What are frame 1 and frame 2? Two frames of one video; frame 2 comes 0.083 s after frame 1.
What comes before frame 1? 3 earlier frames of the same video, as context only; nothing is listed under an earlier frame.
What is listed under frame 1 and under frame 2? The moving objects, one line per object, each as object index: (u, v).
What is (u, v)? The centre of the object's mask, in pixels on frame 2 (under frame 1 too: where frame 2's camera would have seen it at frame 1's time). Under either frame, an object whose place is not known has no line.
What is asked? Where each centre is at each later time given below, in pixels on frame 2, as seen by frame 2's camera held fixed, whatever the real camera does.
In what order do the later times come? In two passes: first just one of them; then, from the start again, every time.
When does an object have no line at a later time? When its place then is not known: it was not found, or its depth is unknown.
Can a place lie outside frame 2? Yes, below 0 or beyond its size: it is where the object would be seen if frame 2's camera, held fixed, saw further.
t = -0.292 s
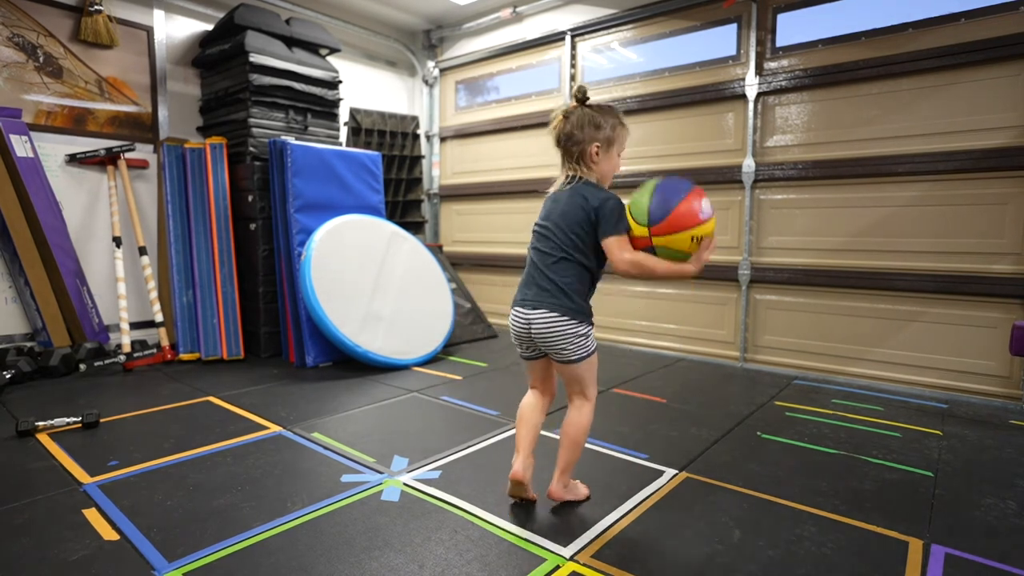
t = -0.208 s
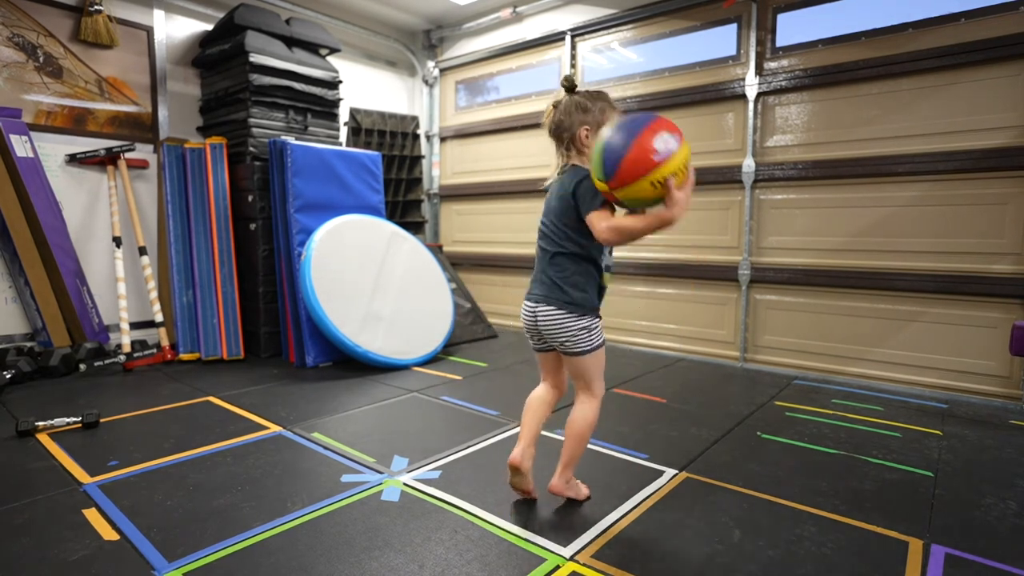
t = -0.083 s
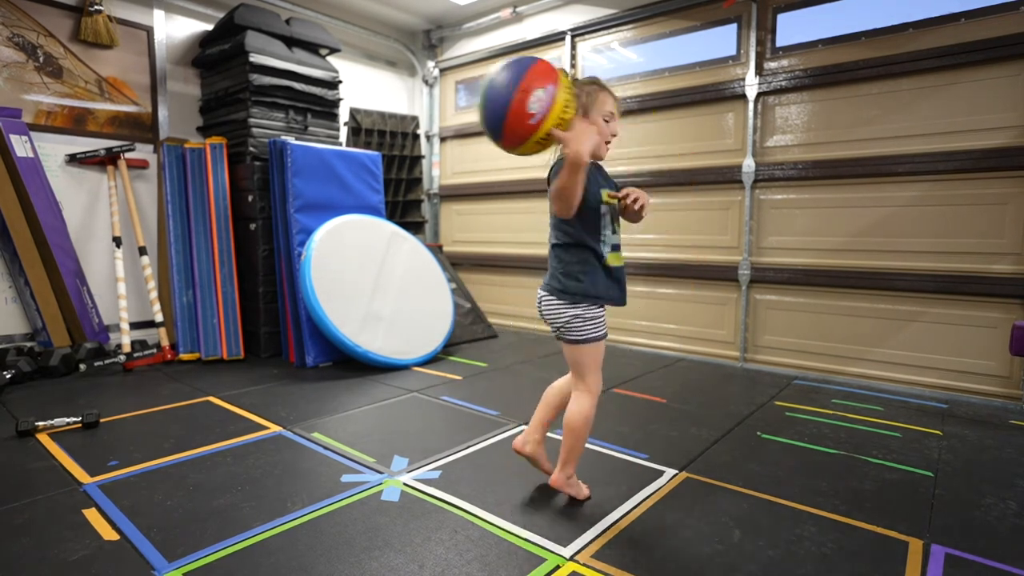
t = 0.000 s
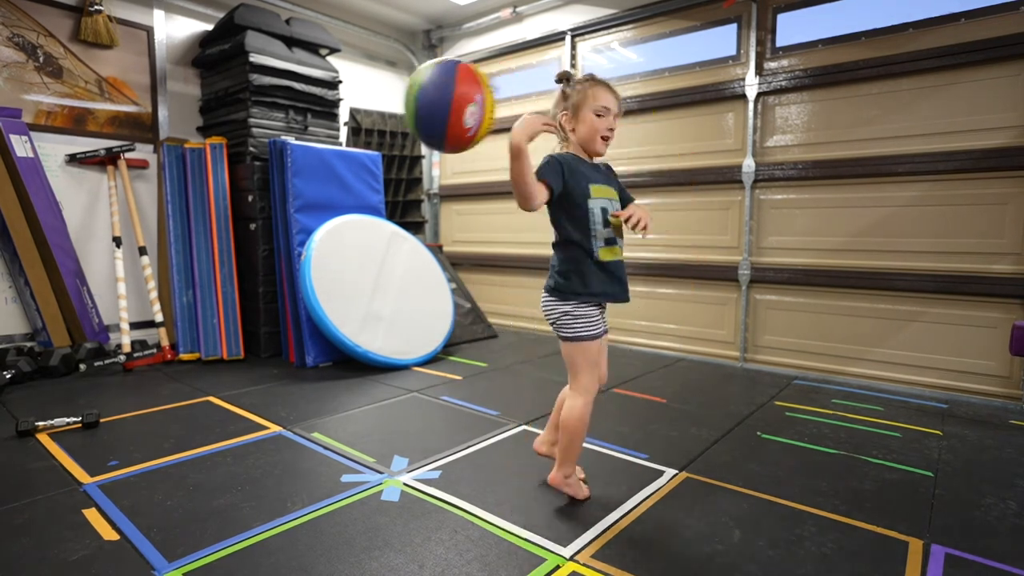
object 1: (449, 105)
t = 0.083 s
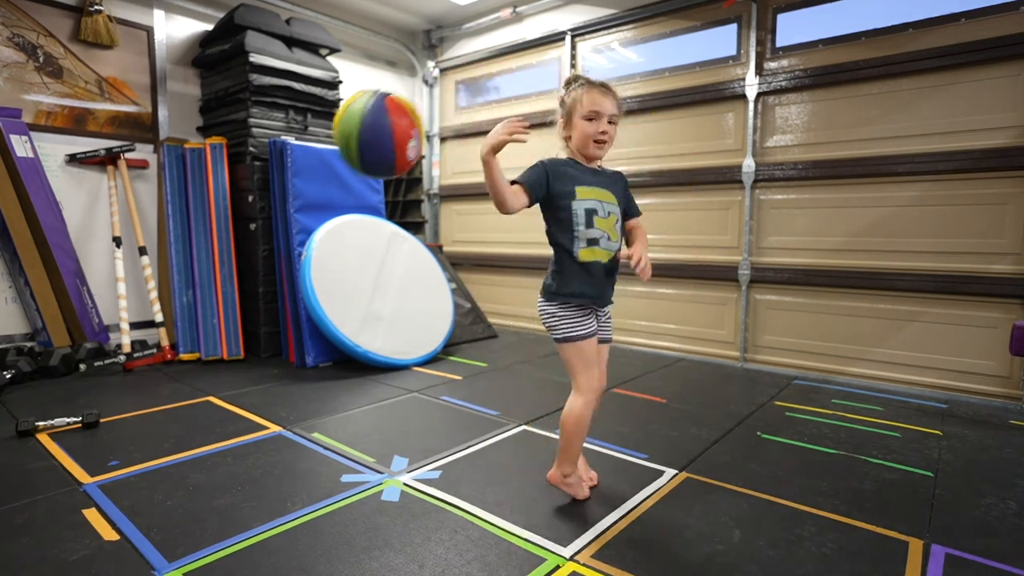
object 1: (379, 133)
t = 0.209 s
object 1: (286, 218)
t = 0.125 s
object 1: (348, 155)
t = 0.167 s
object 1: (316, 184)
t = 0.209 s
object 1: (286, 218)
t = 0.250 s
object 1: (259, 257)
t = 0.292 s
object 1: (235, 300)
